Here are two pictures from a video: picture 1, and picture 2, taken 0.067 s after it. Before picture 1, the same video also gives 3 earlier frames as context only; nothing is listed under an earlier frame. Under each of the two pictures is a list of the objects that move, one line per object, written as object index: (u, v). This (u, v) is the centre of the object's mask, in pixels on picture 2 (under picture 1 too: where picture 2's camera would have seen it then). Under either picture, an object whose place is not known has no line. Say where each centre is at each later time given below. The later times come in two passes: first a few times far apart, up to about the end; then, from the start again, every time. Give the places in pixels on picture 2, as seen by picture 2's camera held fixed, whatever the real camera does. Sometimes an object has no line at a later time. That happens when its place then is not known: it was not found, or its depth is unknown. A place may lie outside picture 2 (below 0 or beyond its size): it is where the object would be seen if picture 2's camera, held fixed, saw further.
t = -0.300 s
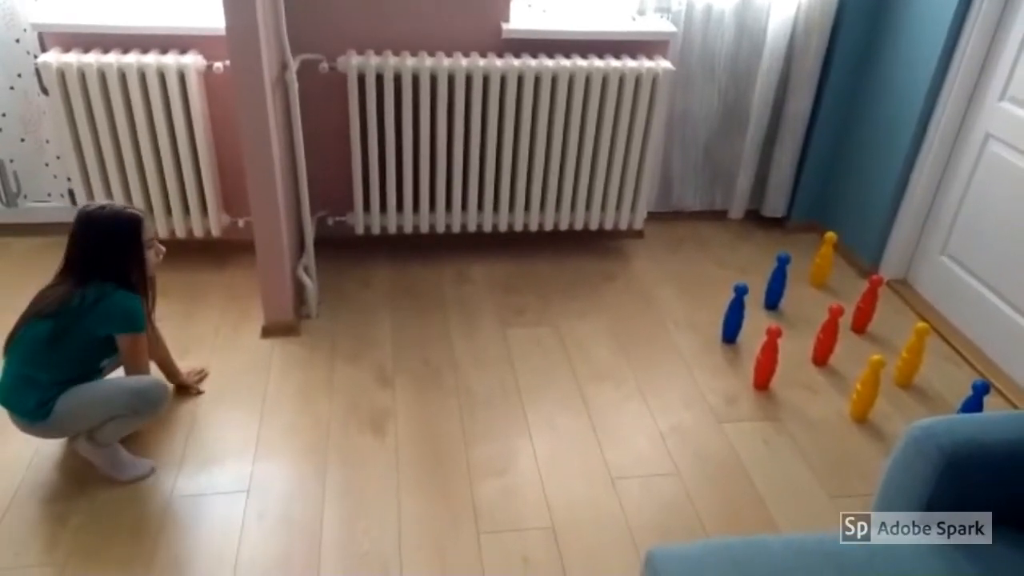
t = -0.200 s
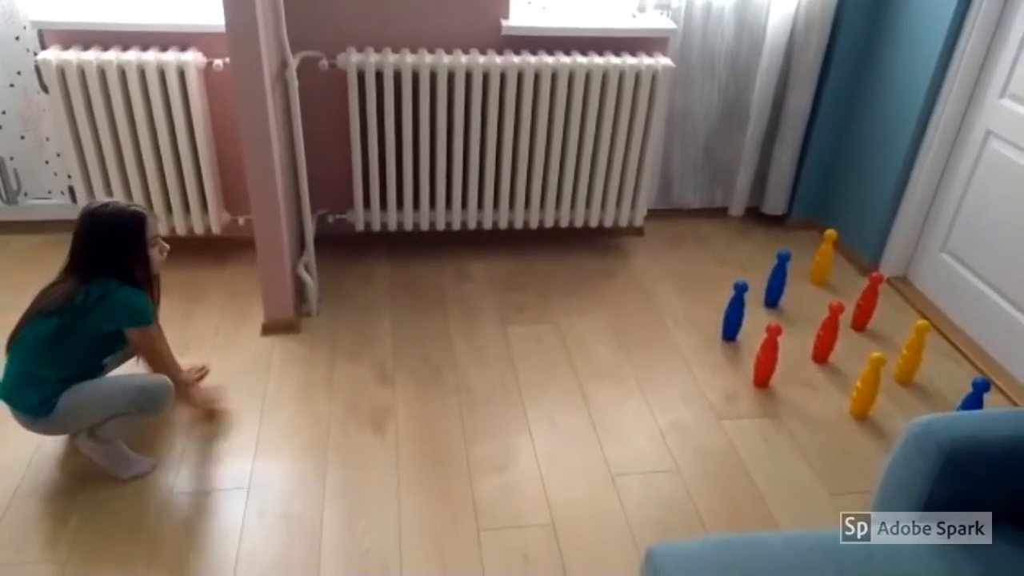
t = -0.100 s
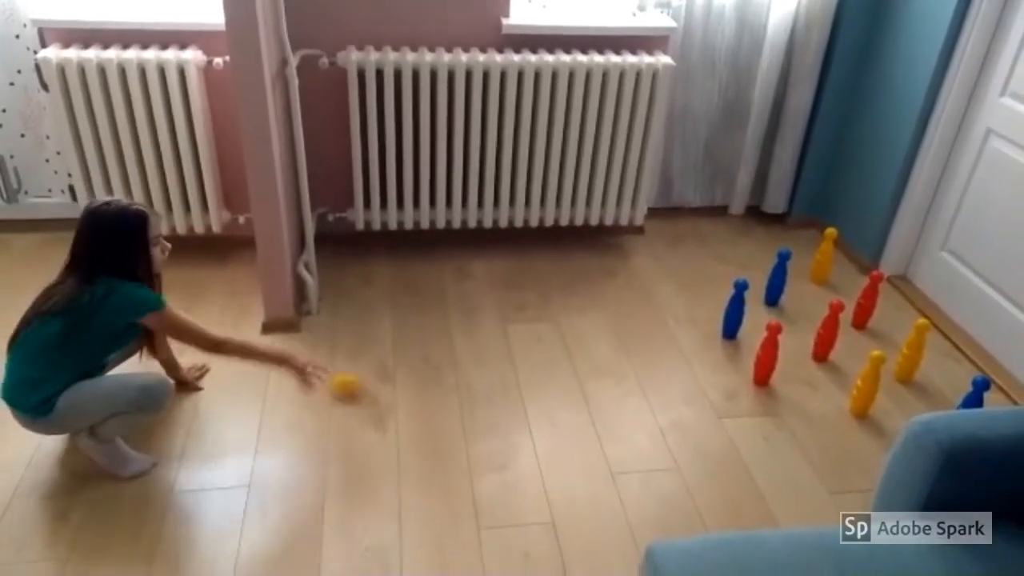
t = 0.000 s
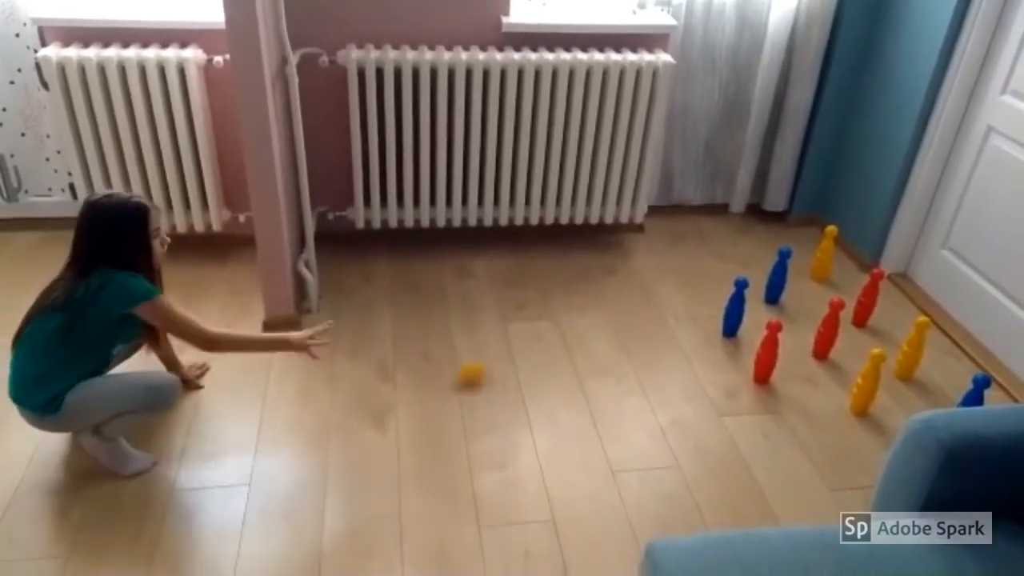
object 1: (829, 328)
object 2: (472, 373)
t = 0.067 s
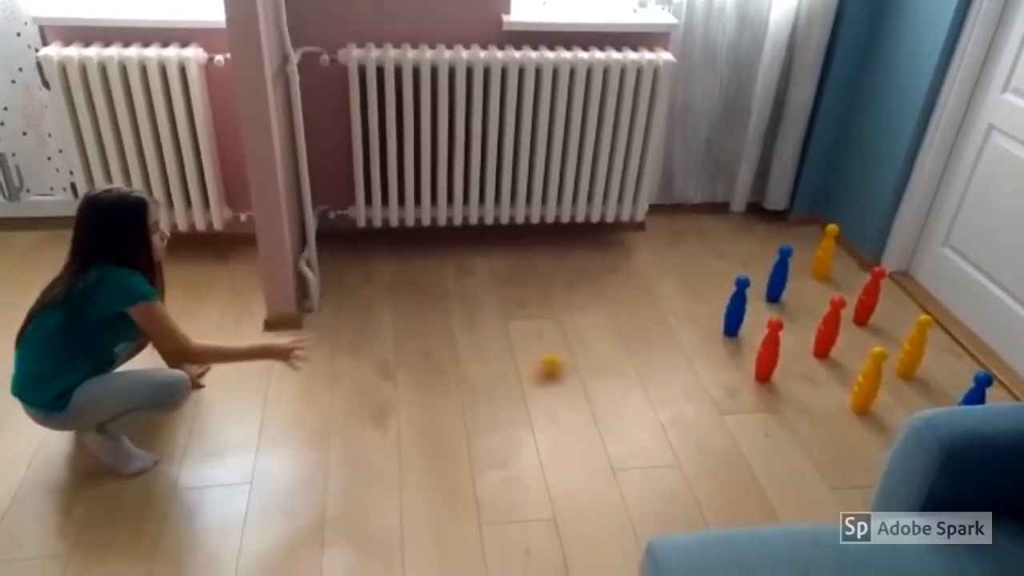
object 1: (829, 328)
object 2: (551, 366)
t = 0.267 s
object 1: (829, 328)
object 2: (749, 349)
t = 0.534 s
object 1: (945, 314)
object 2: (865, 331)
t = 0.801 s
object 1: (981, 356)
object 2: (936, 317)
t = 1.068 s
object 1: (946, 366)
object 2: (925, 308)
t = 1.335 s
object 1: (918, 372)
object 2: (919, 304)
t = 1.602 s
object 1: (911, 368)
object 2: (912, 298)
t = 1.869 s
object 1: (912, 367)
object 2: (905, 293)
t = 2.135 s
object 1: (914, 367)
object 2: (899, 289)
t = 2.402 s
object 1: (917, 368)
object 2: (893, 284)
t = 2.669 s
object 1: (919, 368)
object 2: (890, 282)
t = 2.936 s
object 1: (920, 368)
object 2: (890, 281)
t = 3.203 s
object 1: (921, 369)
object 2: (890, 280)
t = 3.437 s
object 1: (920, 369)
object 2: (893, 281)
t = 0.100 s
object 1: (829, 328)
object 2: (586, 364)
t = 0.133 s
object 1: (829, 328)
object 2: (623, 362)
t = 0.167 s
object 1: (829, 328)
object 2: (656, 359)
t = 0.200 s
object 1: (829, 328)
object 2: (689, 355)
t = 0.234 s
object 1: (829, 328)
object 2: (722, 351)
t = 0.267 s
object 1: (829, 328)
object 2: (749, 349)
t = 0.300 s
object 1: (829, 329)
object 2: (788, 349)
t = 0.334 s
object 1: (835, 324)
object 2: (808, 346)
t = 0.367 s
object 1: (852, 324)
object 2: (818, 342)
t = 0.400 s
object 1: (869, 326)
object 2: (827, 340)
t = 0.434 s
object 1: (885, 329)
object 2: (837, 337)
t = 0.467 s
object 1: (901, 324)
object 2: (846, 335)
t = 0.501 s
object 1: (919, 314)
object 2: (855, 333)
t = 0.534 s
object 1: (945, 314)
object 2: (865, 331)
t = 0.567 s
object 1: (953, 322)
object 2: (874, 330)
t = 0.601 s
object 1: (964, 327)
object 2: (882, 328)
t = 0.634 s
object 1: (977, 331)
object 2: (891, 326)
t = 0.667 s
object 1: (990, 333)
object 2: (901, 325)
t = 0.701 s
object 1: (992, 337)
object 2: (906, 323)
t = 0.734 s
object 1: (988, 342)
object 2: (910, 322)
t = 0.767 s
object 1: (985, 349)
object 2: (932, 319)
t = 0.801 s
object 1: (981, 356)
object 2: (936, 317)
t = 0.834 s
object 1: (977, 356)
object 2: (935, 310)
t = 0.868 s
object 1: (972, 356)
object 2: (933, 305)
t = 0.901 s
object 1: (962, 357)
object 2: (933, 305)
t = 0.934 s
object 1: (957, 362)
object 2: (933, 305)
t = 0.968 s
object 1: (956, 364)
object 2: (930, 305)
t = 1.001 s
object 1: (954, 364)
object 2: (926, 309)
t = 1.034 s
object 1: (950, 364)
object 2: (925, 309)
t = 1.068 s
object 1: (946, 366)
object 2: (925, 308)
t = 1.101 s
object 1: (941, 370)
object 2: (925, 308)
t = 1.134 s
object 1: (936, 371)
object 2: (925, 308)
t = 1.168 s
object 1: (933, 370)
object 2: (924, 308)
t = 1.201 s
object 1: (927, 372)
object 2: (923, 307)
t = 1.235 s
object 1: (924, 373)
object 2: (922, 307)
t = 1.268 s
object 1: (922, 372)
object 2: (921, 306)
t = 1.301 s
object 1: (920, 372)
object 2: (920, 305)
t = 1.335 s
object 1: (918, 372)
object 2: (919, 304)
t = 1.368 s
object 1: (916, 372)
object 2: (917, 303)
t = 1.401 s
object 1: (915, 371)
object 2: (916, 302)
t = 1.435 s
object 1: (915, 371)
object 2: (915, 302)
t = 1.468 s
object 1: (914, 370)
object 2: (914, 301)
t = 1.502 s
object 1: (913, 370)
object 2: (914, 300)
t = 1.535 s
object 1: (913, 369)
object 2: (913, 300)
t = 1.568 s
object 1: (912, 369)
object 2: (913, 299)
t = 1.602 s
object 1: (911, 368)
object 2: (912, 298)
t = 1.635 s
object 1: (911, 368)
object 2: (911, 297)
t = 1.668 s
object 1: (911, 368)
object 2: (910, 297)
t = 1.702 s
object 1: (911, 368)
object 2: (909, 296)
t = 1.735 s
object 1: (911, 367)
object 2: (908, 295)
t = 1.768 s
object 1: (911, 367)
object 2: (908, 295)
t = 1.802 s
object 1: (912, 367)
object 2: (908, 294)
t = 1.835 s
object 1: (912, 368)
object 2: (906, 294)
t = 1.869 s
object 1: (912, 367)
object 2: (905, 293)
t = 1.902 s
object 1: (912, 367)
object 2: (904, 292)
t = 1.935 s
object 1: (912, 367)
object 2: (904, 292)
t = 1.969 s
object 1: (913, 368)
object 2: (903, 292)
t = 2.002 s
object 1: (913, 368)
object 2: (902, 291)
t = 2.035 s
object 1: (913, 368)
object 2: (901, 290)
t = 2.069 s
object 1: (913, 368)
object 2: (900, 290)
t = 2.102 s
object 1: (913, 367)
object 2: (900, 289)
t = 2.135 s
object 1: (914, 367)
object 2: (899, 289)
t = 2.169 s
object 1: (914, 368)
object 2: (898, 288)
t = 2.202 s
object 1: (914, 368)
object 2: (898, 287)
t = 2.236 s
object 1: (915, 368)
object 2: (896, 286)
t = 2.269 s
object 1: (915, 368)
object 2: (895, 286)
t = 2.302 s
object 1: (916, 368)
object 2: (894, 285)
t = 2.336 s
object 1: (916, 368)
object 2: (894, 285)
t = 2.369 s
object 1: (916, 368)
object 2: (893, 284)
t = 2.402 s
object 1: (917, 368)
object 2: (893, 284)
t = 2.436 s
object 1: (917, 368)
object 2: (892, 284)
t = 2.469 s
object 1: (917, 368)
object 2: (892, 283)
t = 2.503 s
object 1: (918, 368)
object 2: (891, 283)
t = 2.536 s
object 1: (918, 368)
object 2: (891, 283)
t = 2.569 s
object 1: (918, 368)
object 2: (890, 283)
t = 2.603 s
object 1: (918, 368)
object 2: (890, 283)
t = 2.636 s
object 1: (919, 368)
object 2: (890, 283)
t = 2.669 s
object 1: (919, 368)
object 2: (890, 282)
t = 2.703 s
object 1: (919, 368)
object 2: (889, 282)
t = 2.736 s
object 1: (919, 368)
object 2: (889, 282)
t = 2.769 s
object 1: (919, 368)
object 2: (889, 281)
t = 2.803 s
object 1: (919, 368)
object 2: (890, 281)
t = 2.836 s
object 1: (920, 368)
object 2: (889, 281)
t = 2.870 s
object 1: (920, 368)
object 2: (889, 281)
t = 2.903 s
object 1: (920, 368)
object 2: (889, 281)
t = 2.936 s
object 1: (920, 368)
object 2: (890, 281)
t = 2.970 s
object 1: (920, 368)
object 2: (889, 281)
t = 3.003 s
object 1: (920, 368)
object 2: (890, 280)
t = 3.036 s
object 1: (920, 369)
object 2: (890, 281)
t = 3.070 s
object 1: (921, 368)
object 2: (890, 280)
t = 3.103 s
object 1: (921, 368)
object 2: (890, 280)
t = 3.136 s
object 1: (920, 368)
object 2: (891, 280)
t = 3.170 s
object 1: (920, 368)
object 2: (891, 281)
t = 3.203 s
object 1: (921, 369)
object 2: (890, 280)
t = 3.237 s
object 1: (921, 369)
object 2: (891, 281)
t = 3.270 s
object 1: (921, 369)
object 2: (891, 281)
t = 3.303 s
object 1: (921, 369)
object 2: (891, 281)
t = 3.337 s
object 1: (921, 369)
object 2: (892, 281)
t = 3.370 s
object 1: (921, 369)
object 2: (893, 281)
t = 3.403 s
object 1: (920, 369)
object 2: (893, 281)
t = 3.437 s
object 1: (920, 369)
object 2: (893, 281)
